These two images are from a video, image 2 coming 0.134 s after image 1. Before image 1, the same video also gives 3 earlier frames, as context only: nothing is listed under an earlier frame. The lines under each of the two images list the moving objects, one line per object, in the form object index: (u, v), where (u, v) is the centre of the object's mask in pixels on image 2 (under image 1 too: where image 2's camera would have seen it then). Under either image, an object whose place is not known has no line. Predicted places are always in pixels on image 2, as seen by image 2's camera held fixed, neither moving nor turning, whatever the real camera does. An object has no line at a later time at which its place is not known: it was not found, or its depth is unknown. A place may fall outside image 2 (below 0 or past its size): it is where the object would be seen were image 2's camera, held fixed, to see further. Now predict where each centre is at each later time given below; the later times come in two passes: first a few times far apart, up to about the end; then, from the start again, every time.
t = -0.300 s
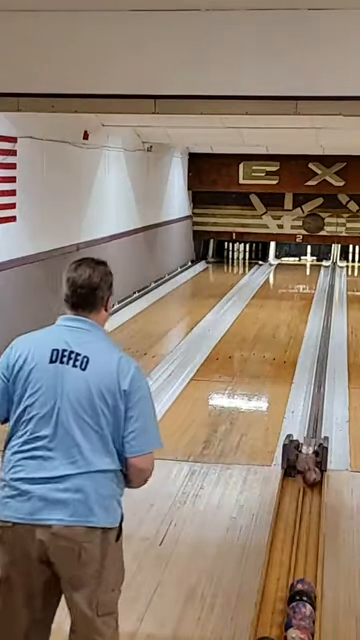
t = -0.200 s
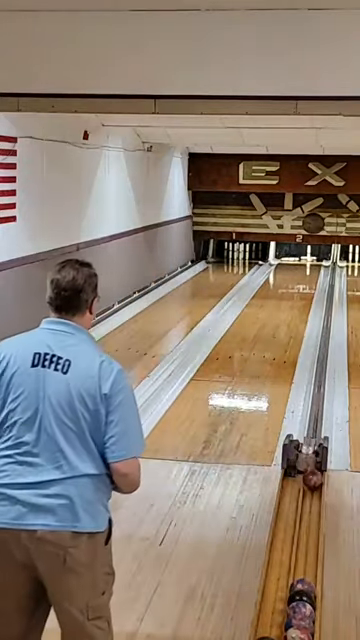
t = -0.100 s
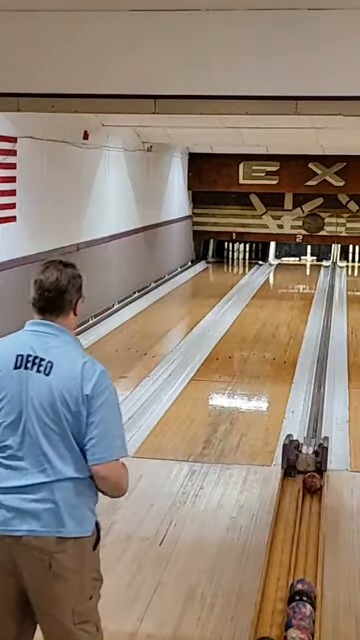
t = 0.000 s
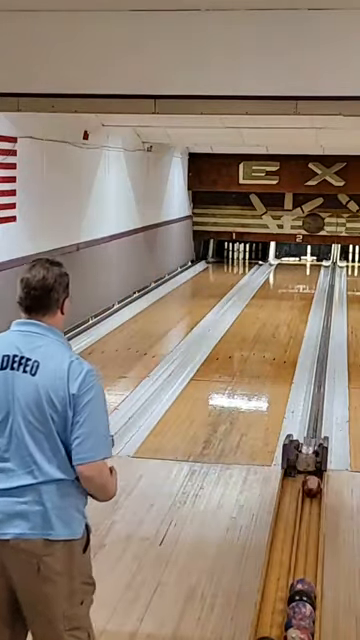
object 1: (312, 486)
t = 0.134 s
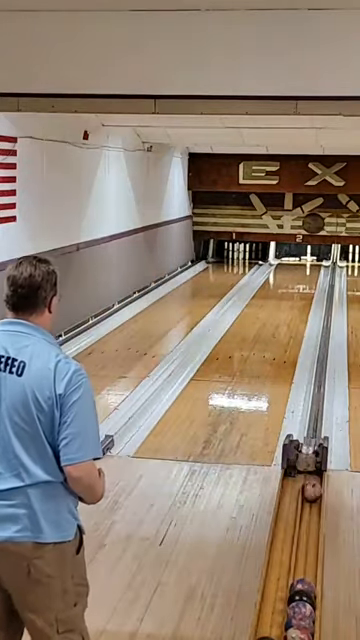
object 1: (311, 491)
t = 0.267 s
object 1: (311, 497)
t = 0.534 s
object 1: (310, 508)
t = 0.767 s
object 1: (309, 518)
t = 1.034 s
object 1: (308, 530)
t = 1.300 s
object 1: (306, 545)
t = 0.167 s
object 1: (311, 493)
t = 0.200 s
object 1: (311, 494)
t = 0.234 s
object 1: (311, 495)
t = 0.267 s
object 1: (311, 497)
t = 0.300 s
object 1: (310, 498)
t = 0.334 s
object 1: (310, 499)
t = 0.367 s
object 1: (310, 500)
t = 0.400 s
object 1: (310, 502)
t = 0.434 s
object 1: (310, 503)
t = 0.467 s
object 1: (310, 505)
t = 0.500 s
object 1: (310, 507)
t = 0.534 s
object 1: (310, 508)
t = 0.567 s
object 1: (309, 510)
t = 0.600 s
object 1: (308, 511)
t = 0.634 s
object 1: (308, 513)
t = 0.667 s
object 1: (308, 515)
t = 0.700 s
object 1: (309, 515)
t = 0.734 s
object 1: (309, 517)
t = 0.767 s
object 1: (309, 518)
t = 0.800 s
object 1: (309, 520)
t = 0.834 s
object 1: (309, 521)
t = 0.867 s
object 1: (308, 523)
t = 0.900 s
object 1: (308, 524)
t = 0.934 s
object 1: (308, 526)
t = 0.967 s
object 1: (308, 528)
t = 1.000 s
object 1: (308, 529)
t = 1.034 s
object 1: (308, 530)
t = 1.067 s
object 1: (307, 533)
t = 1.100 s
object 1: (307, 534)
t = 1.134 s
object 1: (307, 537)
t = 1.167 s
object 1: (307, 539)
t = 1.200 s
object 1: (306, 540)
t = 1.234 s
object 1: (306, 542)
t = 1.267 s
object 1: (306, 544)
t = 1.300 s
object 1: (306, 545)
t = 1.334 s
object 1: (306, 547)
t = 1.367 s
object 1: (306, 549)
